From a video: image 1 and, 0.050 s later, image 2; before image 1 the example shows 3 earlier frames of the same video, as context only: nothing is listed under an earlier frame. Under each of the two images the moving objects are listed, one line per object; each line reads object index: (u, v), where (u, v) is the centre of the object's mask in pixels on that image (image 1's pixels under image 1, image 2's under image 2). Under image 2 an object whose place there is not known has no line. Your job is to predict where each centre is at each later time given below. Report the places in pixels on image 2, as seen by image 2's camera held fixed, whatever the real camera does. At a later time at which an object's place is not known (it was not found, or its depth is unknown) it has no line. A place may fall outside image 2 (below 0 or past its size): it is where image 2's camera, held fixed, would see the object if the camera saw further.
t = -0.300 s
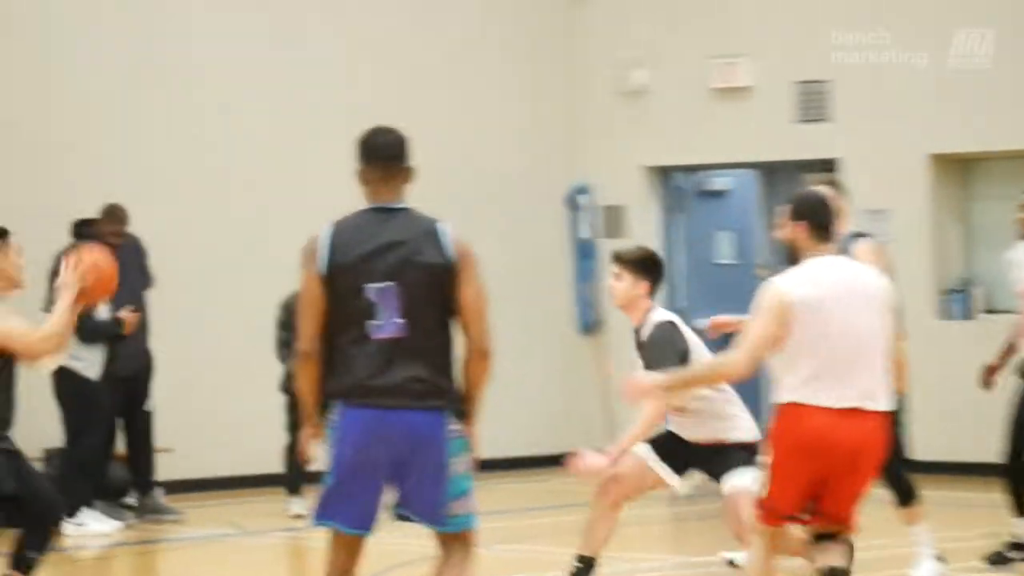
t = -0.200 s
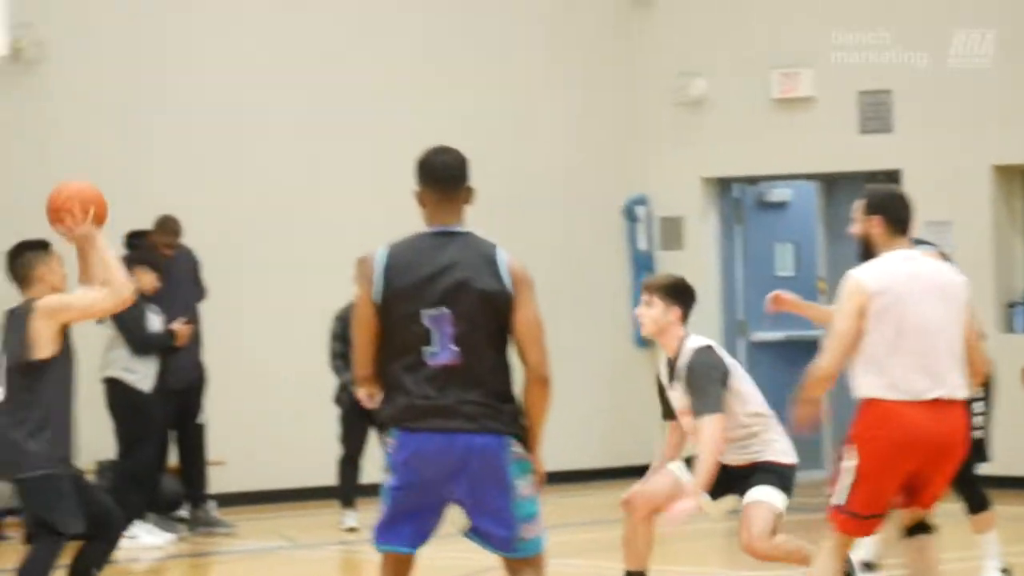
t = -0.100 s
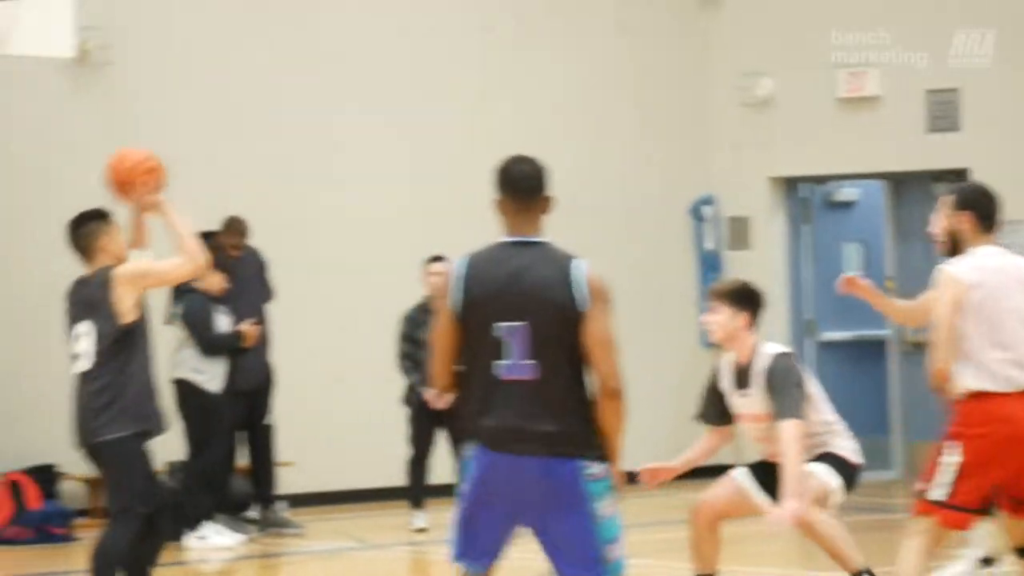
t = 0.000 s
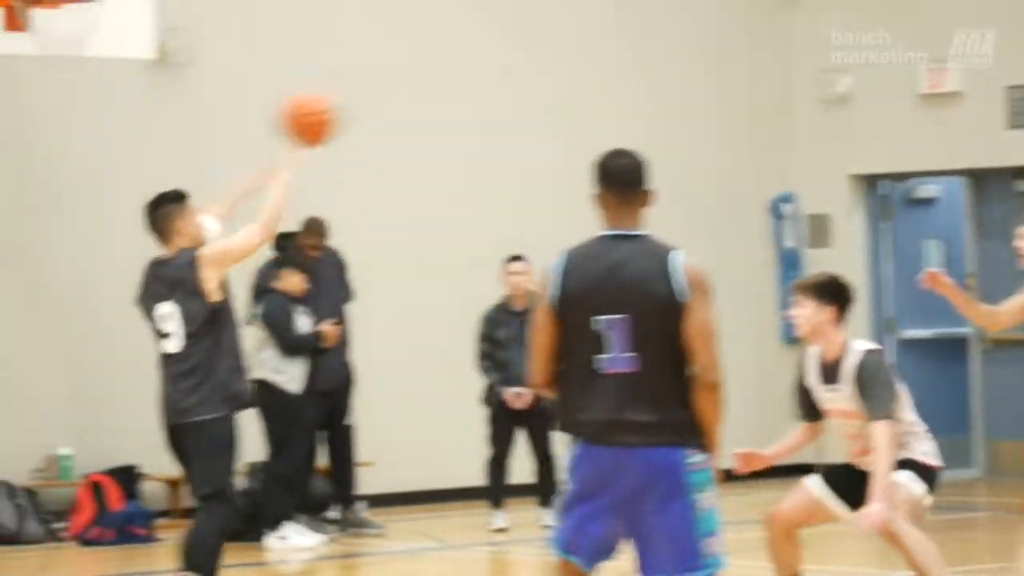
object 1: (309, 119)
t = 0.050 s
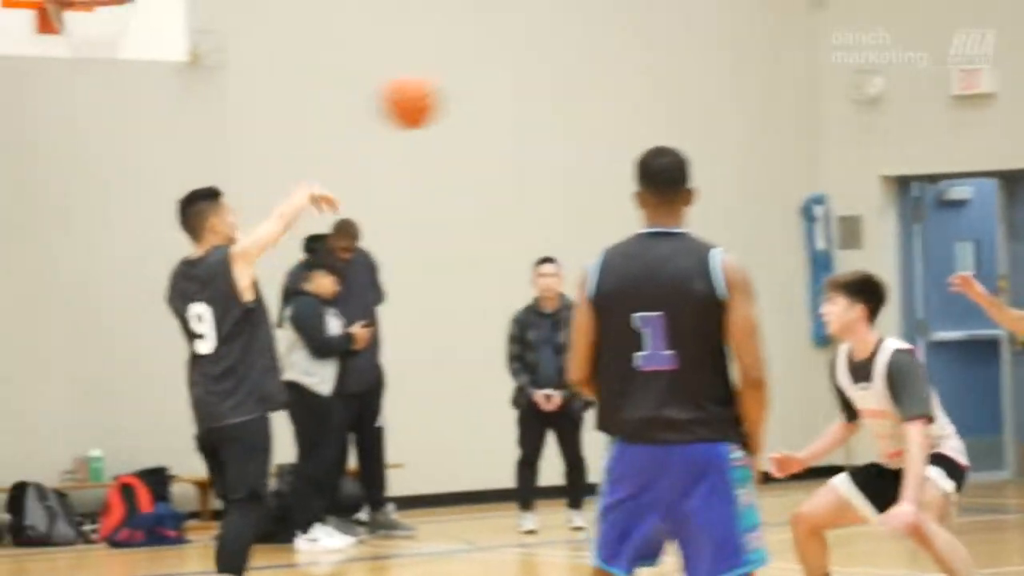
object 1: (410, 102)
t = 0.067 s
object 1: (433, 97)
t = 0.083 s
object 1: (455, 93)
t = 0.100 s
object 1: (477, 89)
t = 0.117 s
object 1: (501, 87)
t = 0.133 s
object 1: (522, 84)
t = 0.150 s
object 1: (544, 83)
